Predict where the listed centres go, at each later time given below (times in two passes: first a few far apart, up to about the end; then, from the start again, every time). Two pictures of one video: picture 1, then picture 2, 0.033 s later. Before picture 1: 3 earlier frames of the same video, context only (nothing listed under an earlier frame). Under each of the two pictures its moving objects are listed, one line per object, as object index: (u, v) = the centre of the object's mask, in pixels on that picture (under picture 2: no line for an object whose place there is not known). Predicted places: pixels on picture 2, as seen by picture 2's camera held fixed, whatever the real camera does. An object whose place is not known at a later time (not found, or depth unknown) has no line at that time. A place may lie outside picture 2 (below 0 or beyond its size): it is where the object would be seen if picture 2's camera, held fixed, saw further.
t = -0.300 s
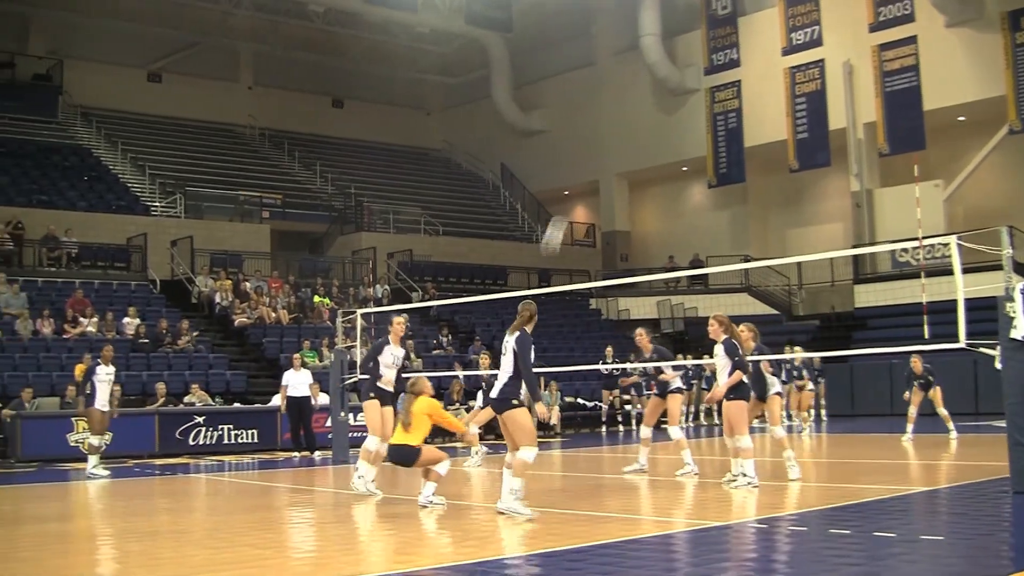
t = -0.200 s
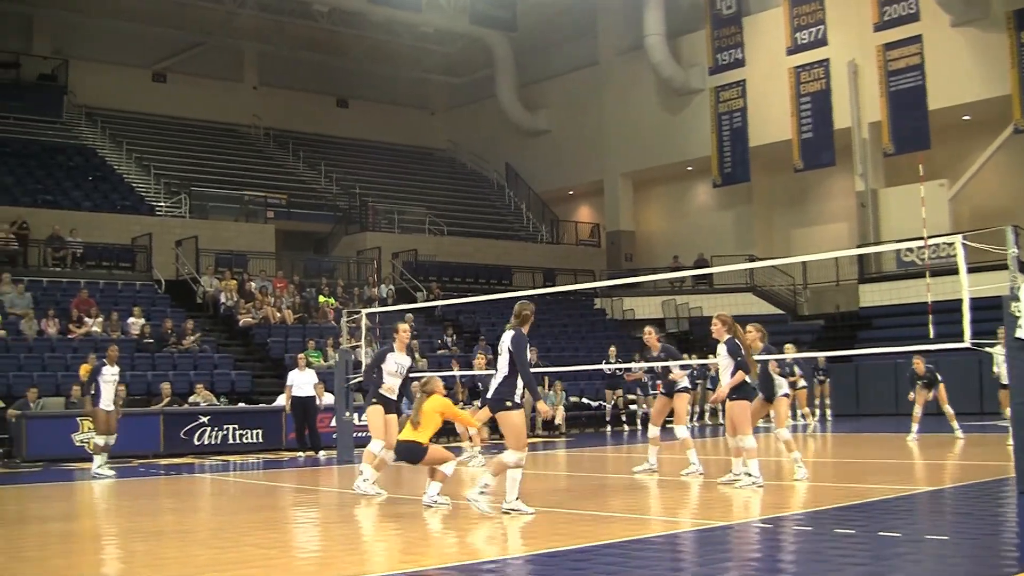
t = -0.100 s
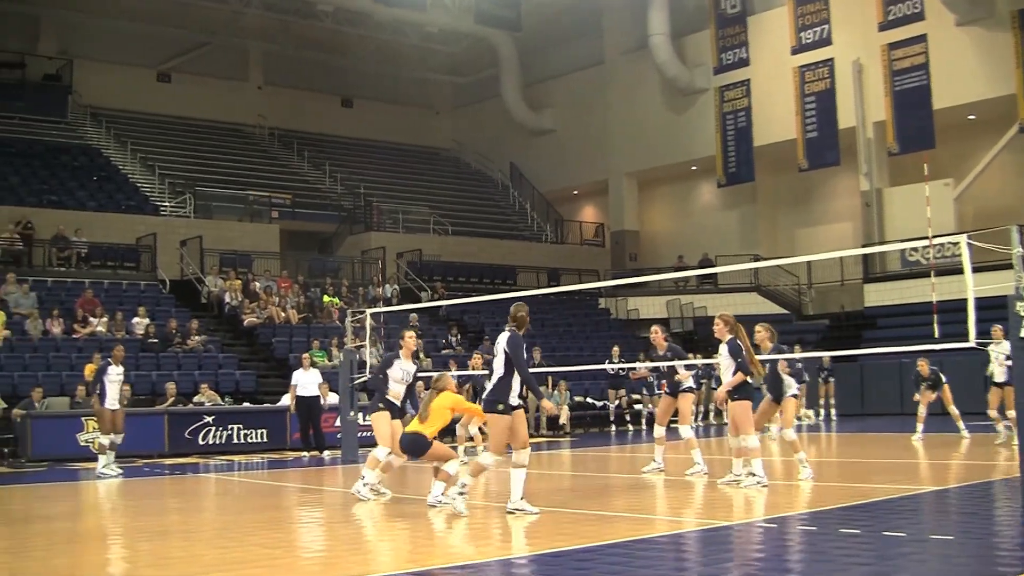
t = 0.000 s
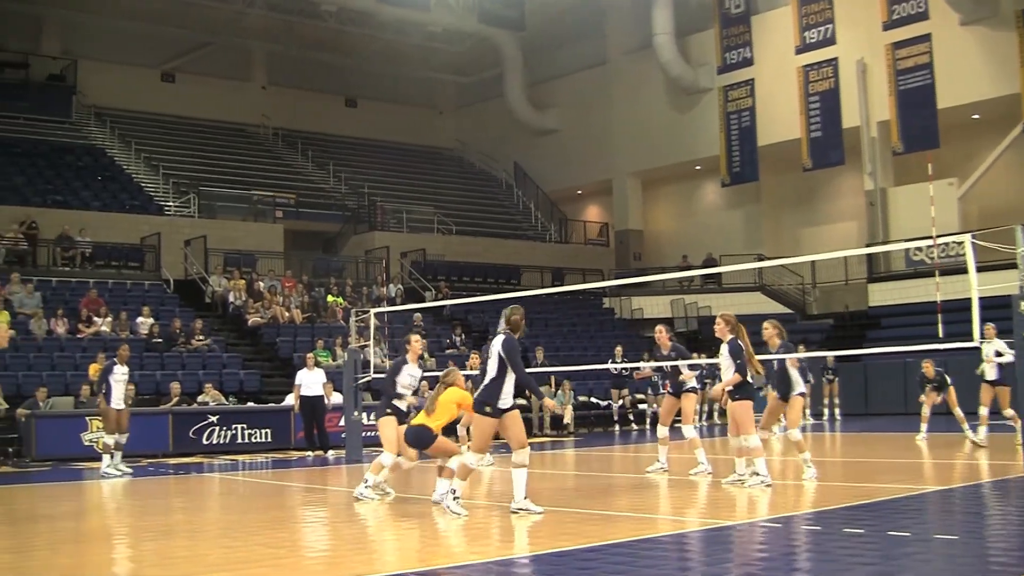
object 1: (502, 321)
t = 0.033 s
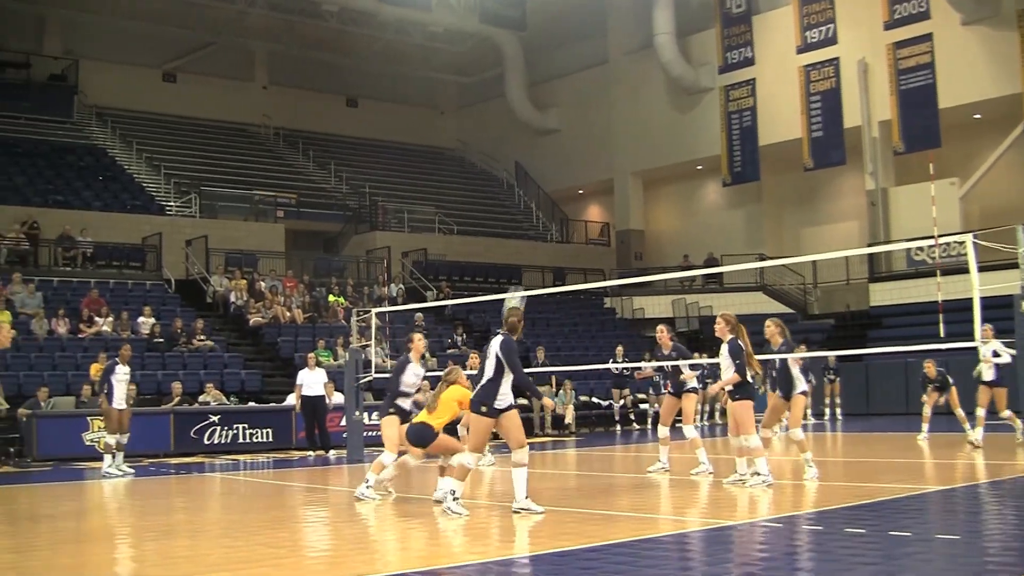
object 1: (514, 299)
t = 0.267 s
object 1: (543, 190)
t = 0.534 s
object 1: (573, 128)
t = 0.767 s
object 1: (602, 132)
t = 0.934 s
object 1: (623, 166)
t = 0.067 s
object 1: (518, 281)
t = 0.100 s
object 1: (522, 267)
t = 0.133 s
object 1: (527, 248)
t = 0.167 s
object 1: (531, 232)
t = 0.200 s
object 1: (535, 218)
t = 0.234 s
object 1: (540, 203)
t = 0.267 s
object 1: (543, 190)
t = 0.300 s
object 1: (547, 179)
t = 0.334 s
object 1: (551, 169)
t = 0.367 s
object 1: (554, 158)
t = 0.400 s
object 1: (559, 151)
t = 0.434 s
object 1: (562, 144)
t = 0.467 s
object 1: (566, 137)
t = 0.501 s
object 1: (569, 131)
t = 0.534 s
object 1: (573, 128)
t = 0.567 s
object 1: (578, 126)
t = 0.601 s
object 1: (581, 124)
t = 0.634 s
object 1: (586, 124)
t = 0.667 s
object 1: (590, 125)
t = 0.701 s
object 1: (595, 126)
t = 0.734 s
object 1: (598, 129)
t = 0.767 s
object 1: (602, 132)
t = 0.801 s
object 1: (607, 137)
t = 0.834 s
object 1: (611, 142)
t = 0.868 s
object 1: (615, 149)
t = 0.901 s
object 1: (619, 157)
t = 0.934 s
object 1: (623, 166)
